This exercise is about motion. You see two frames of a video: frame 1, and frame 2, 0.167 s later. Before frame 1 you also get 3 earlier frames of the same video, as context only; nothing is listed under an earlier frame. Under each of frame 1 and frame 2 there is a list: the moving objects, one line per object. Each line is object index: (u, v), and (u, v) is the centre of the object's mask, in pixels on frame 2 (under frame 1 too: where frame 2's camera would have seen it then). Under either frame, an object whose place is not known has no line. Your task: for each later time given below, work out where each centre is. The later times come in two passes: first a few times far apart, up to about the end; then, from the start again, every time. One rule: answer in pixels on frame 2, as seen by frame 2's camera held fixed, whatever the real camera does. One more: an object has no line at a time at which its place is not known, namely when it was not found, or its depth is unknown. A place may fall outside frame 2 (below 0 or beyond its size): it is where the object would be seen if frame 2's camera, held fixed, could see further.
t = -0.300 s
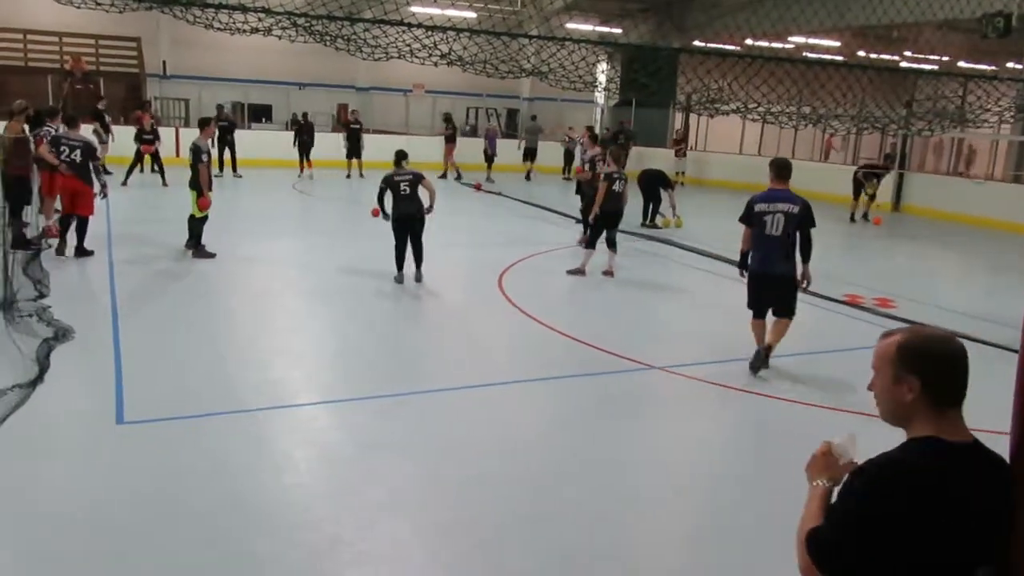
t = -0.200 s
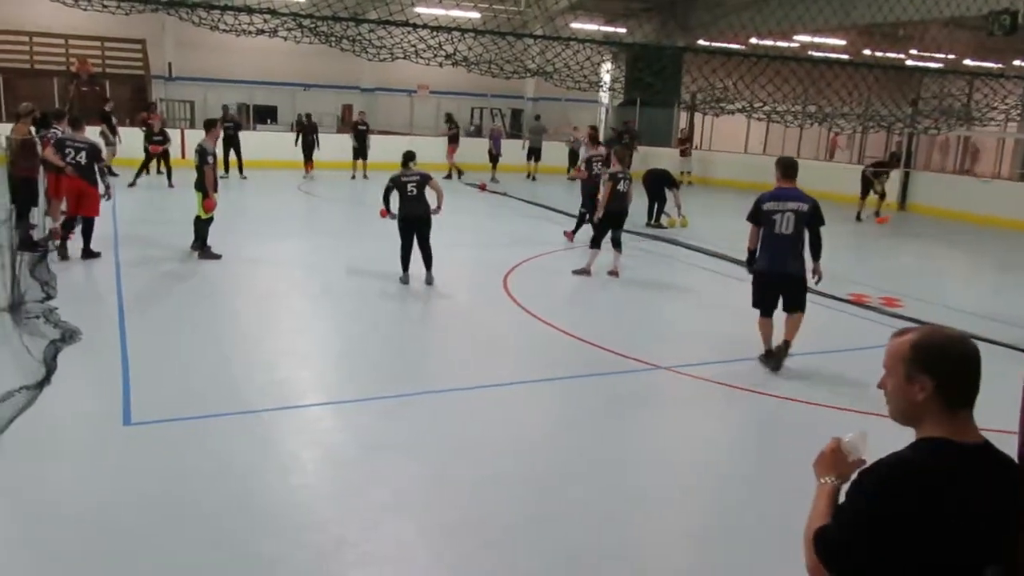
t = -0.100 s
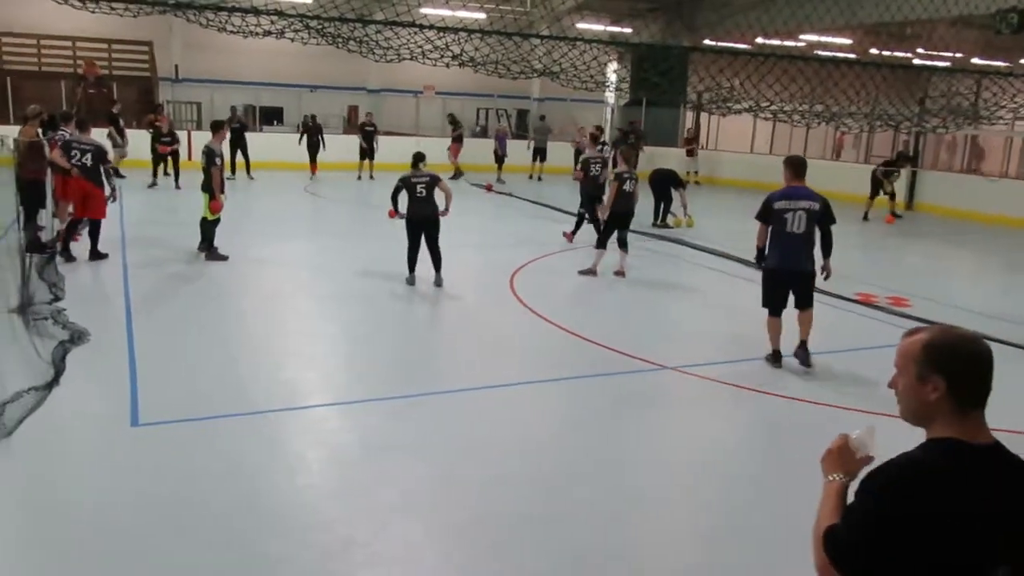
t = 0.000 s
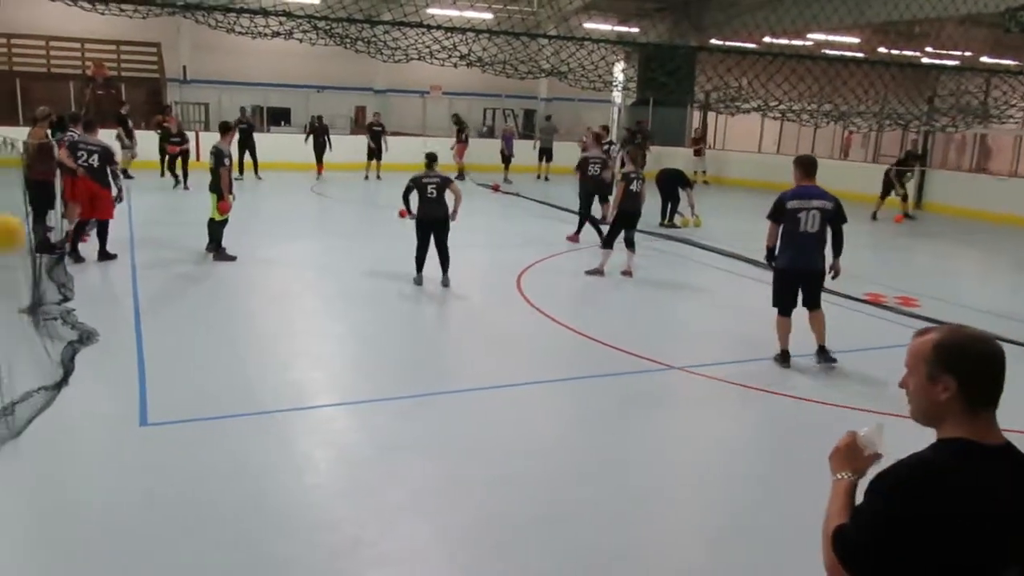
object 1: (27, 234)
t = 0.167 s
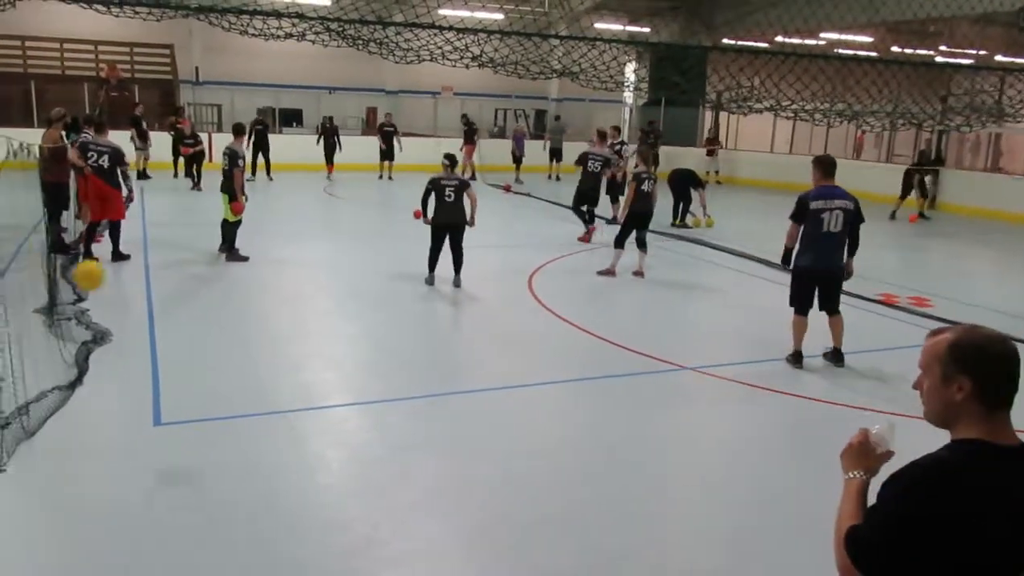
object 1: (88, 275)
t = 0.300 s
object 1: (131, 324)
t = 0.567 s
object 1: (173, 314)
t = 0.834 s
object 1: (198, 256)
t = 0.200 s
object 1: (101, 287)
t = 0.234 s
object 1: (111, 300)
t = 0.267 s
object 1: (122, 311)
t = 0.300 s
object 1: (131, 324)
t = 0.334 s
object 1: (139, 340)
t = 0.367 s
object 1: (147, 353)
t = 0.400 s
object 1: (155, 368)
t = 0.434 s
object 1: (162, 379)
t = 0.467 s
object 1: (163, 363)
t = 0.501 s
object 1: (166, 344)
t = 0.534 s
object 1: (170, 329)
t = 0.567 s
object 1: (173, 314)
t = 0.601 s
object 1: (176, 301)
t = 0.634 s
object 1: (178, 291)
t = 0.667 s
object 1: (181, 281)
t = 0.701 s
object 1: (186, 272)
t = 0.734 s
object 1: (188, 266)
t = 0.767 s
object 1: (192, 263)
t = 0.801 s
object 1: (196, 258)
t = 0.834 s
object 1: (198, 256)
